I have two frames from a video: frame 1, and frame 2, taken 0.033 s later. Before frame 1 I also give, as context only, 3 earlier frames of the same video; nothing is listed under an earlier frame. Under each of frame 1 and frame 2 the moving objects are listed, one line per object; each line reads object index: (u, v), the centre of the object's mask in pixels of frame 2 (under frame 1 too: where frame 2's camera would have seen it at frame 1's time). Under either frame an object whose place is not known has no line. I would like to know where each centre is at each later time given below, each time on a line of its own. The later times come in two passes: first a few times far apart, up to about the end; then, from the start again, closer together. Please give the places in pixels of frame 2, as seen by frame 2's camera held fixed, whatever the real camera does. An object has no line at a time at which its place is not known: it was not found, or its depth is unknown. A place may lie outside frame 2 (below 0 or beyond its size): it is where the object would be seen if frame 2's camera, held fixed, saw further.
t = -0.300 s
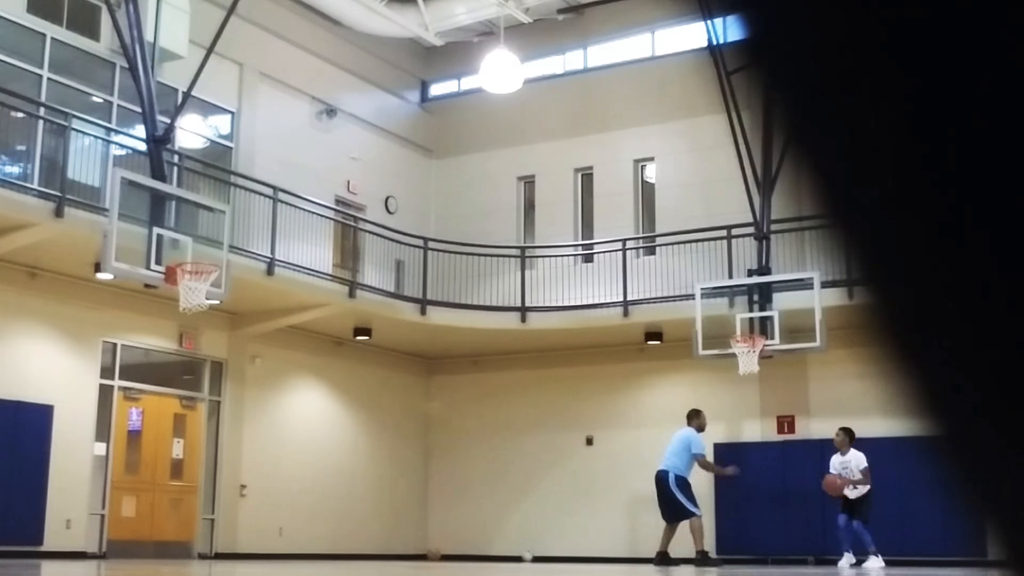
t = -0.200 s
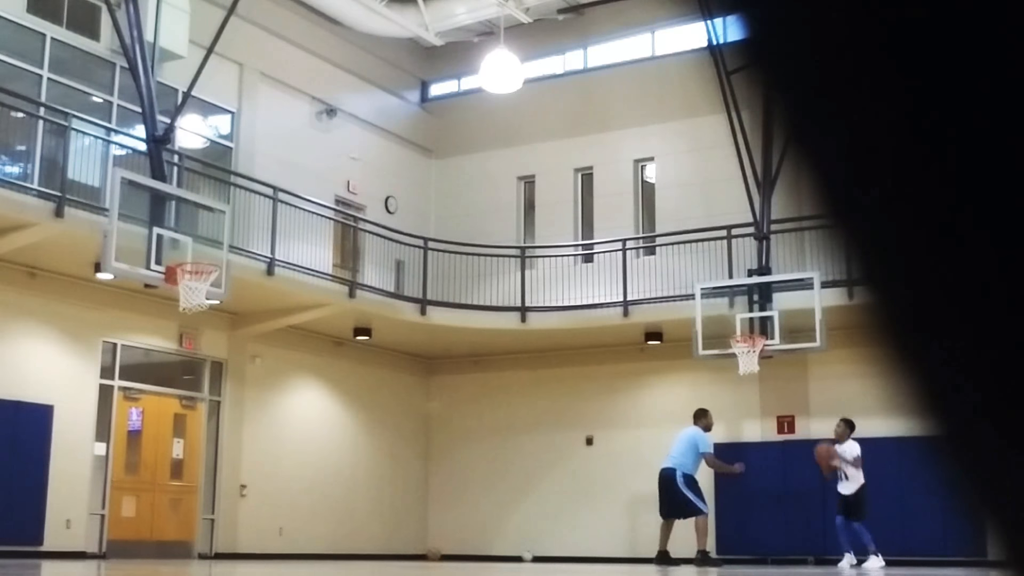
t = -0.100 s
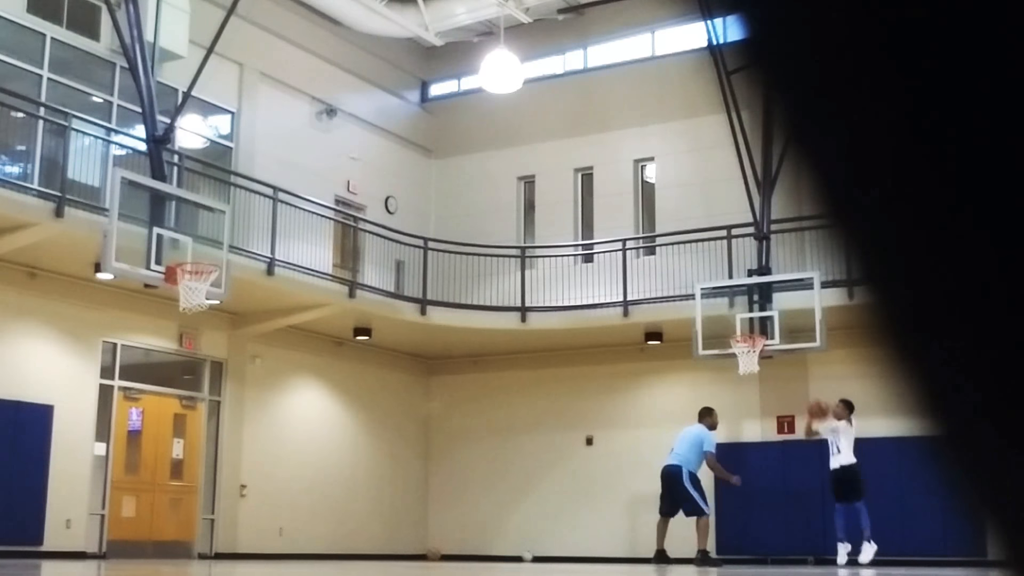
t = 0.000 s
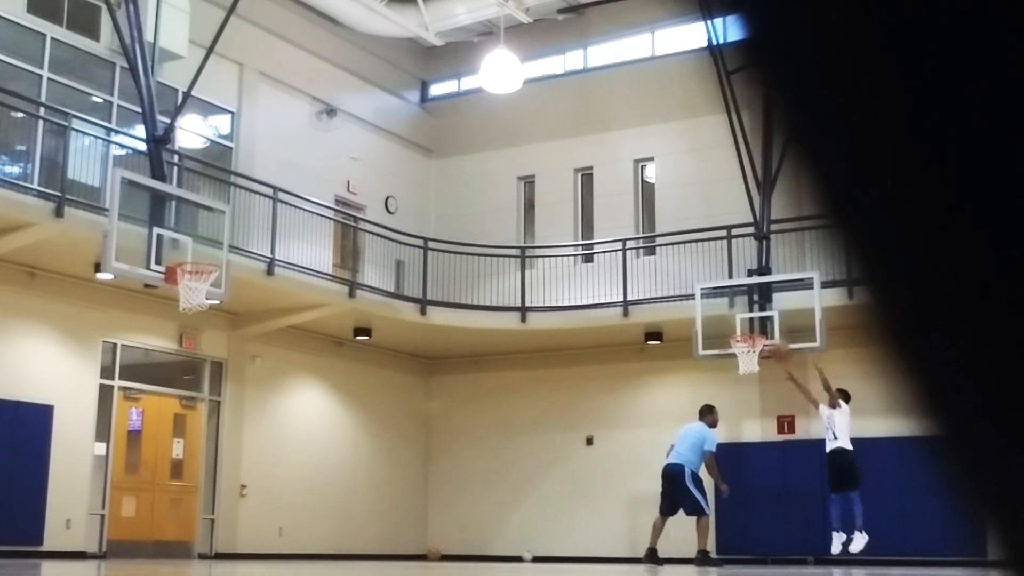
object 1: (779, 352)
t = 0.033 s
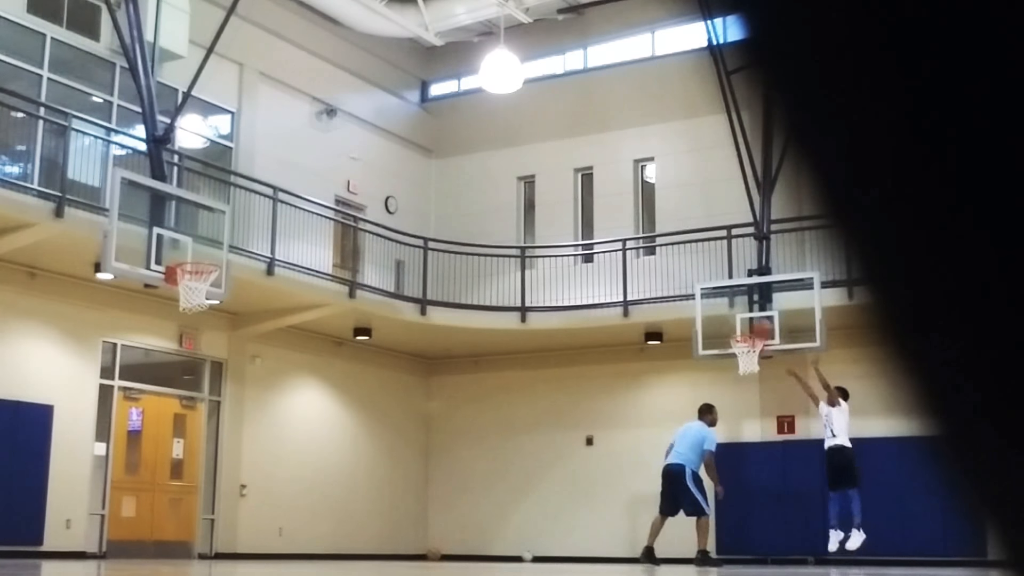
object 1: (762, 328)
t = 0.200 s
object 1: (681, 244)
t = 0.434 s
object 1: (572, 166)
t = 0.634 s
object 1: (483, 135)
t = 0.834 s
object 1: (395, 139)
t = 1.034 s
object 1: (304, 175)
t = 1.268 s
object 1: (197, 261)
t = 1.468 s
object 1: (207, 287)
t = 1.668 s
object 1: (222, 311)
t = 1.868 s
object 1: (234, 373)
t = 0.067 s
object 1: (745, 309)
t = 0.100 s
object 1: (731, 294)
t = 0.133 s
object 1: (713, 275)
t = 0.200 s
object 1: (681, 244)
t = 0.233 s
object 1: (665, 230)
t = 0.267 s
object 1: (649, 216)
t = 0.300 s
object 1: (634, 205)
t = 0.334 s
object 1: (618, 194)
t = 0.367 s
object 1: (602, 183)
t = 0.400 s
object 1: (587, 174)
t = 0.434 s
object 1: (572, 166)
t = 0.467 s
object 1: (557, 158)
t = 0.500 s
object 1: (542, 151)
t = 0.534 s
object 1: (527, 146)
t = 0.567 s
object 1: (513, 141)
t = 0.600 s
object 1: (498, 138)
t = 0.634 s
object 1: (483, 135)
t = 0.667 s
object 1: (469, 133)
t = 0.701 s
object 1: (453, 133)
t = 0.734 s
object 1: (438, 133)
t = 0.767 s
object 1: (424, 134)
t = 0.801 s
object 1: (409, 136)
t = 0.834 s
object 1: (395, 139)
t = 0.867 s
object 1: (379, 142)
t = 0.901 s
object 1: (364, 147)
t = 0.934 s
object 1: (349, 153)
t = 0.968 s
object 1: (334, 159)
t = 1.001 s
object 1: (319, 167)
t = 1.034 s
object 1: (304, 175)
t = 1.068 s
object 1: (289, 185)
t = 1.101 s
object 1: (274, 194)
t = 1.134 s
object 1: (258, 206)
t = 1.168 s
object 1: (242, 219)
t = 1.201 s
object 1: (228, 232)
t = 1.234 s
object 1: (213, 247)
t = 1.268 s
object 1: (197, 261)
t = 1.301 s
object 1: (190, 270)
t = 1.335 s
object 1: (190, 272)
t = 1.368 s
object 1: (196, 276)
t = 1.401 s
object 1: (200, 280)
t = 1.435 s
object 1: (204, 282)
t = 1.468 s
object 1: (207, 287)
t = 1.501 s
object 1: (212, 292)
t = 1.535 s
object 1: (215, 292)
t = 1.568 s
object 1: (217, 295)
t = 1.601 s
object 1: (219, 300)
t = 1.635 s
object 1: (221, 305)
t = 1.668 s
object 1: (222, 311)
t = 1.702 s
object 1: (224, 317)
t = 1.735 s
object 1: (227, 327)
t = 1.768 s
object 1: (229, 337)
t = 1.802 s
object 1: (231, 350)
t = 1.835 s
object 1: (232, 362)
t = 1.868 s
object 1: (234, 373)
